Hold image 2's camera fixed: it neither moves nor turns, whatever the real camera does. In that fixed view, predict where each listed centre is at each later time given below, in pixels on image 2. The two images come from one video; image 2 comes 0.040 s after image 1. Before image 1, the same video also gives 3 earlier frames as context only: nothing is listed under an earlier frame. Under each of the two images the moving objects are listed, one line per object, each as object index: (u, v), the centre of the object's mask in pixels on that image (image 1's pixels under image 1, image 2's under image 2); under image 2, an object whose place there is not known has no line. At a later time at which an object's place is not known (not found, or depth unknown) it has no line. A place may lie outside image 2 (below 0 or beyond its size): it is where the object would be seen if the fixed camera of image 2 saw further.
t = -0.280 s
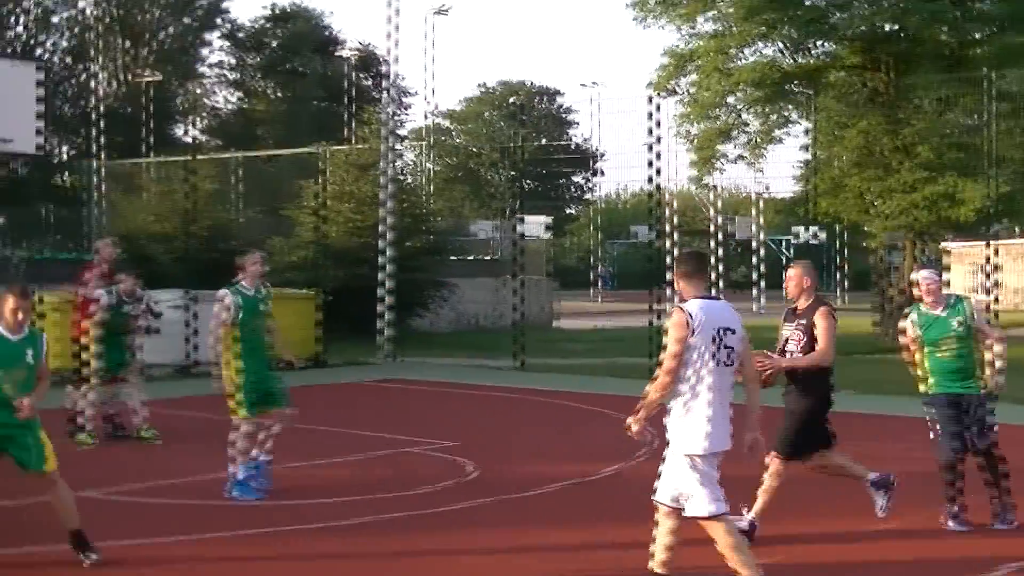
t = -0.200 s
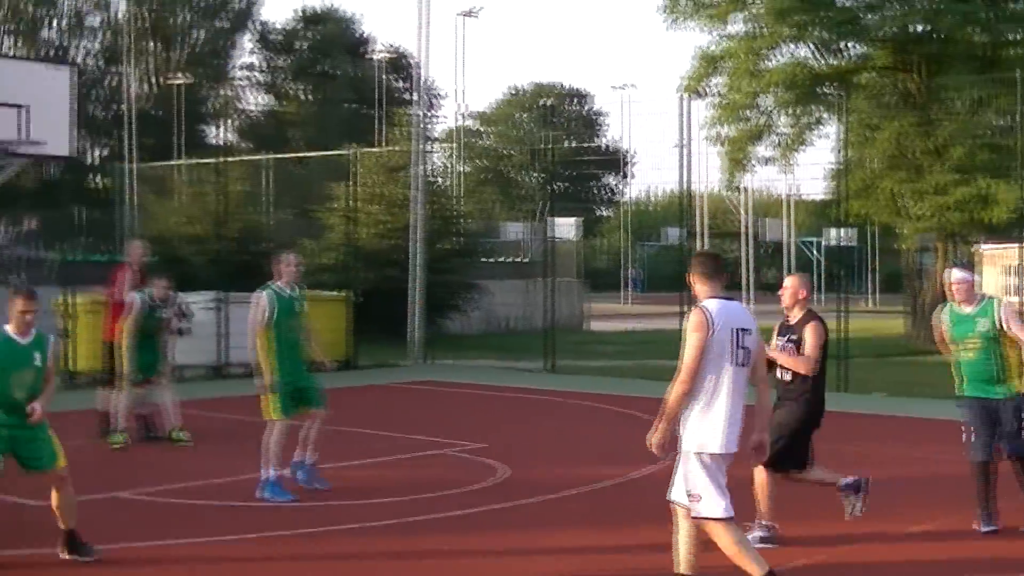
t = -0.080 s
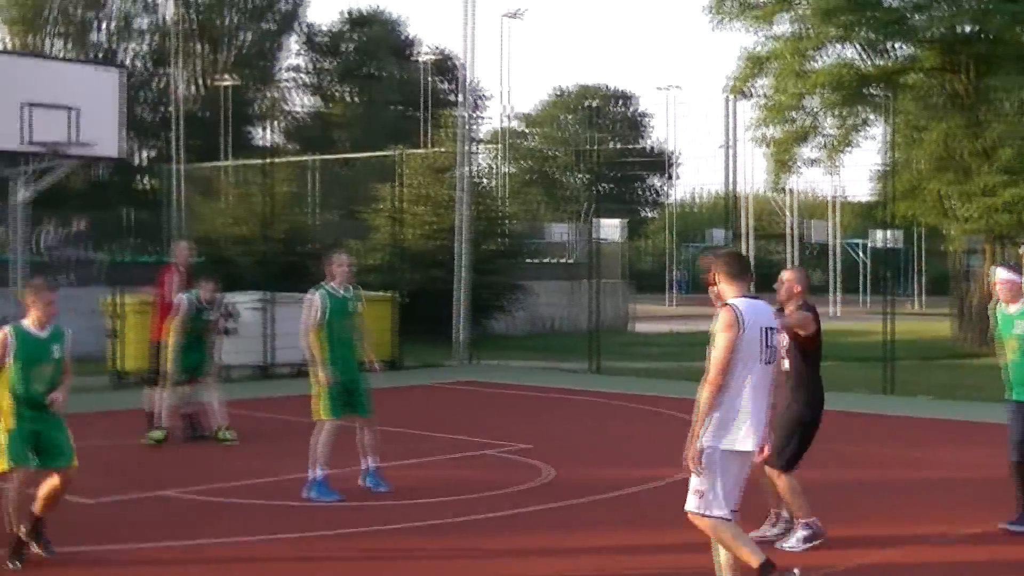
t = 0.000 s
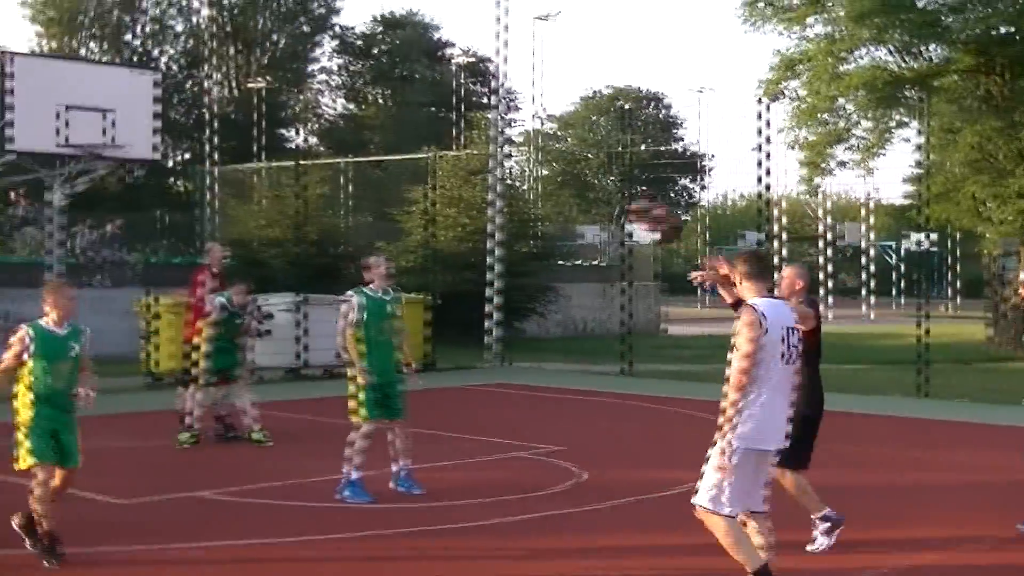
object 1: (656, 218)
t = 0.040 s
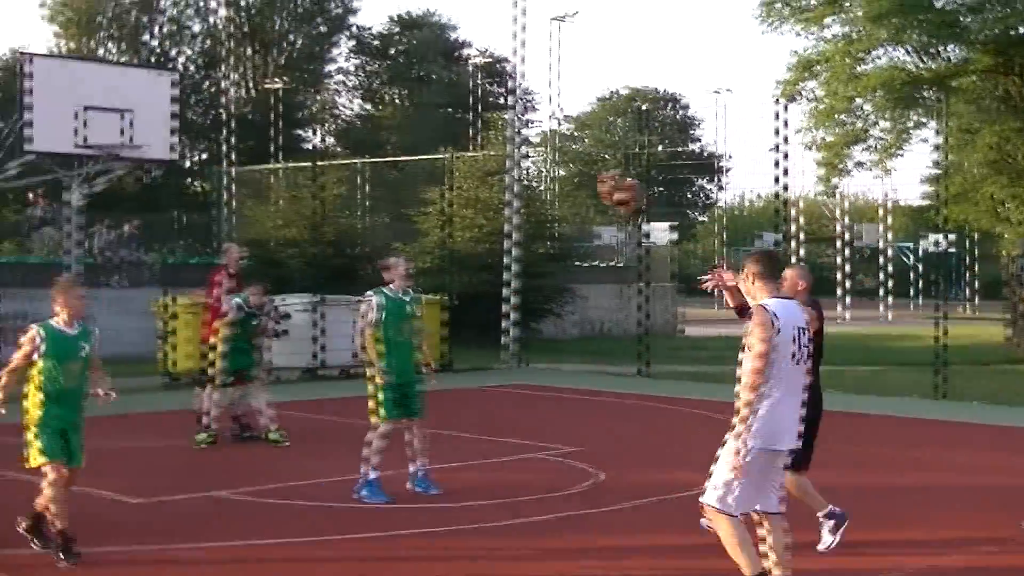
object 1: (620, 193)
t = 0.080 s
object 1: (574, 171)
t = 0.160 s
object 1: (477, 128)
